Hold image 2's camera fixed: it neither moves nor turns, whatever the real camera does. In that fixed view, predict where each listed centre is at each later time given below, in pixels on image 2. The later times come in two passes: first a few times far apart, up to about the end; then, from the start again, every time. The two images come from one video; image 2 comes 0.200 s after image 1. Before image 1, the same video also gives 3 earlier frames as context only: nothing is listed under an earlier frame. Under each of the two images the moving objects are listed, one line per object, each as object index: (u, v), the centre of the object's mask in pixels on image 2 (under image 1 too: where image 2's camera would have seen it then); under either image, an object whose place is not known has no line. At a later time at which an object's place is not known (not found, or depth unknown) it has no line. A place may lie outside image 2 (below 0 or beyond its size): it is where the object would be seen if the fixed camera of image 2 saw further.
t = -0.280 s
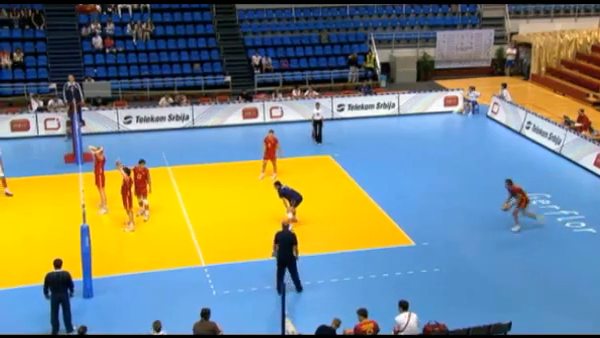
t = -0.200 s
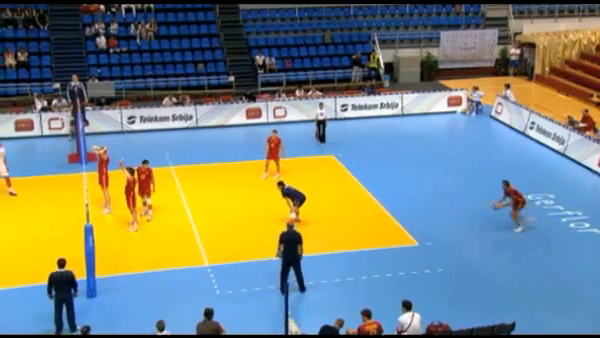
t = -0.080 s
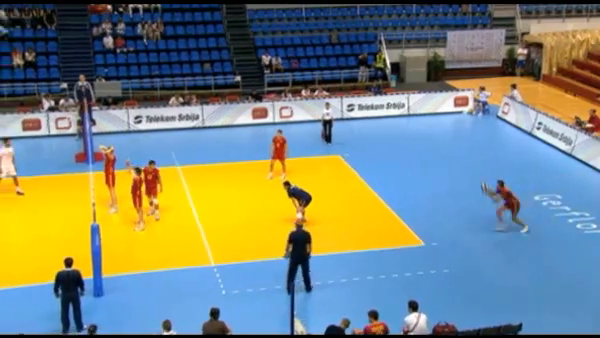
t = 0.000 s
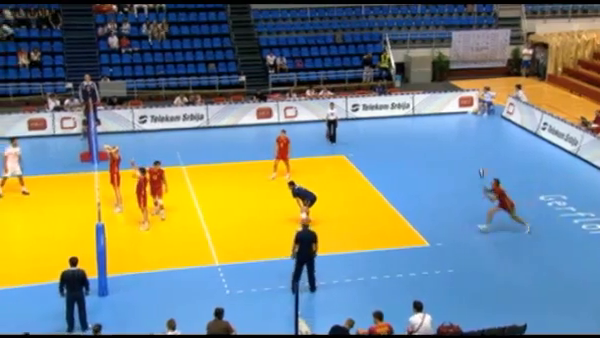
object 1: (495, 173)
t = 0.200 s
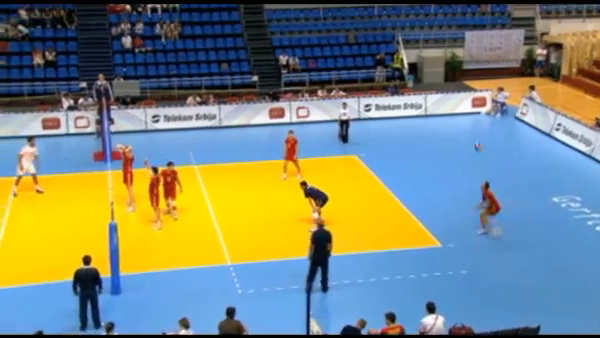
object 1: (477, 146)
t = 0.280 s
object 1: (471, 139)
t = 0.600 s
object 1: (442, 131)
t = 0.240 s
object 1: (473, 142)
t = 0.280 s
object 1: (471, 139)
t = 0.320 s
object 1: (467, 136)
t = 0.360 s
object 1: (463, 134)
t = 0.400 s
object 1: (460, 132)
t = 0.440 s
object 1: (456, 131)
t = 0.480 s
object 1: (452, 130)
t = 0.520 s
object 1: (449, 130)
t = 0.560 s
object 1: (445, 130)
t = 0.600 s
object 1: (442, 131)
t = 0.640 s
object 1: (438, 133)
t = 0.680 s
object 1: (434, 135)
